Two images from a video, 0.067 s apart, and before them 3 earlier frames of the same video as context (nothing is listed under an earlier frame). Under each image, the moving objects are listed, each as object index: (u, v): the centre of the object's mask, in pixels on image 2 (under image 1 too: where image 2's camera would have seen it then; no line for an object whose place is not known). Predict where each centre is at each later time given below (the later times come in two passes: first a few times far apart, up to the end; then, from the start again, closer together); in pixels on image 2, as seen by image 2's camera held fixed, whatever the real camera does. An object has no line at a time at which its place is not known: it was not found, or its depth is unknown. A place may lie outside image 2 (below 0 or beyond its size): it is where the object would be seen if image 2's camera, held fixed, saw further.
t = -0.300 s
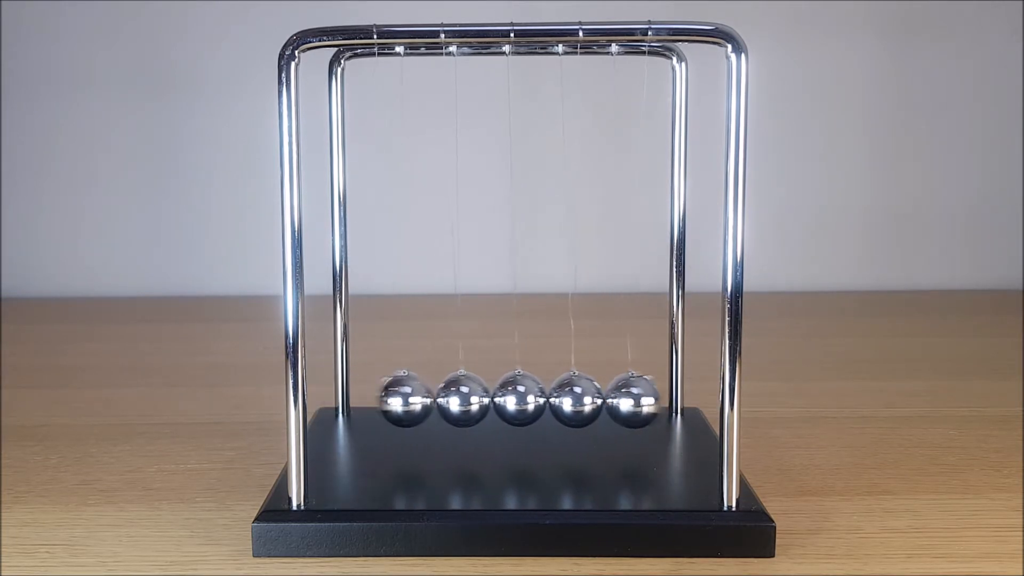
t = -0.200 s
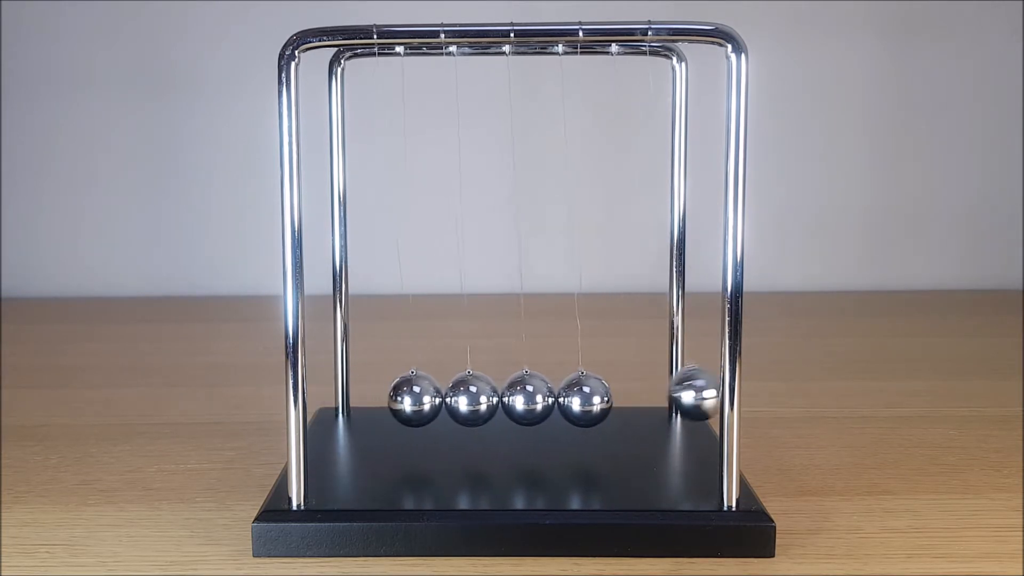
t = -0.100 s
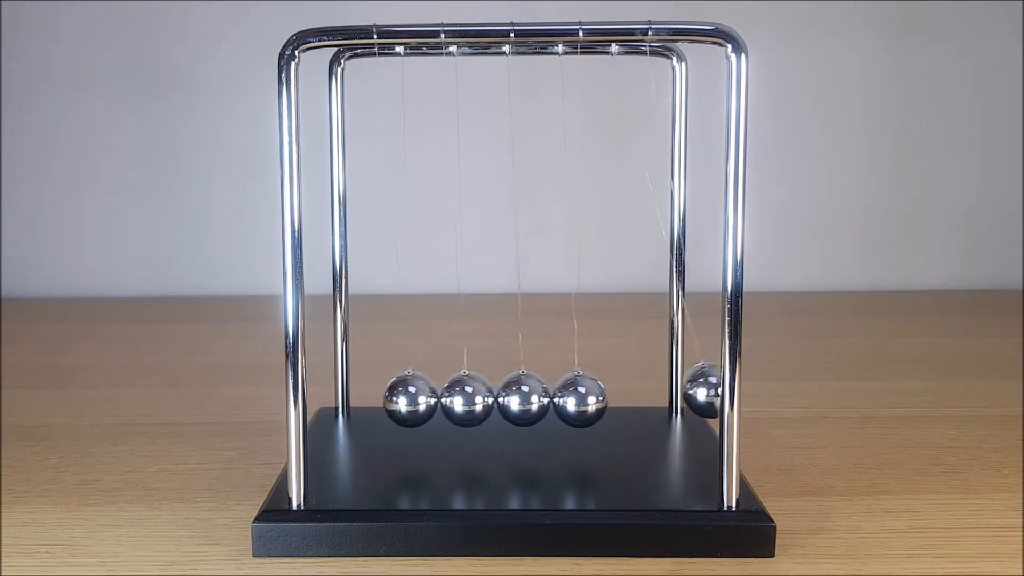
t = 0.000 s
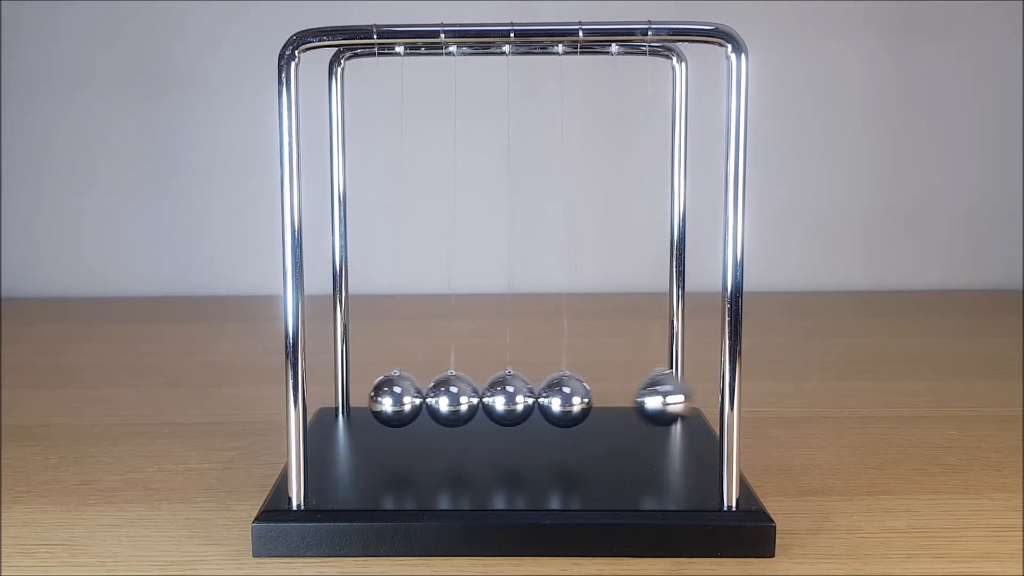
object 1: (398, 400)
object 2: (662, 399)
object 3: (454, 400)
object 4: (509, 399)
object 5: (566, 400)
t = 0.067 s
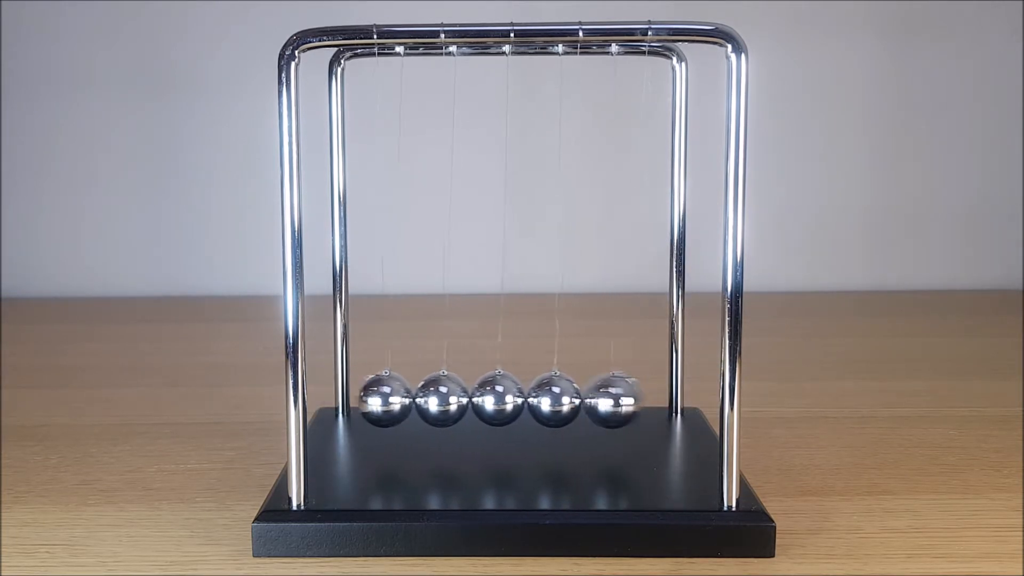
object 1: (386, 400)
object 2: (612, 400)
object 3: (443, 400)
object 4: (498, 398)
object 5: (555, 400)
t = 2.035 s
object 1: (415, 399)
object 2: (697, 392)
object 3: (473, 400)
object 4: (528, 398)
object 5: (586, 399)
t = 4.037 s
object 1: (354, 396)
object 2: (617, 401)
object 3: (448, 400)
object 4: (504, 399)
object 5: (561, 400)
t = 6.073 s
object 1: (332, 394)
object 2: (605, 400)
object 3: (435, 399)
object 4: (491, 398)
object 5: (548, 400)
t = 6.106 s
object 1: (328, 393)
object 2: (604, 400)
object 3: (434, 399)
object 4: (490, 398)
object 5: (548, 400)
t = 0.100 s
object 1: (365, 398)
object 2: (607, 401)
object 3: (437, 400)
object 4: (494, 398)
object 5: (551, 400)
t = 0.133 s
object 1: (341, 396)
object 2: (605, 401)
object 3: (433, 400)
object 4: (491, 398)
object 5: (548, 400)
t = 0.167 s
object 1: (327, 392)
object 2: (603, 400)
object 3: (430, 399)
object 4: (490, 398)
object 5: (546, 400)
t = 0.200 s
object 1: (321, 389)
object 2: (604, 400)
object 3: (429, 399)
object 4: (490, 398)
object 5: (546, 400)
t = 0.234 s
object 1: (319, 388)
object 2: (605, 401)
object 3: (431, 399)
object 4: (491, 398)
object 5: (547, 400)
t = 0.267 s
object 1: (320, 389)
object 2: (608, 401)
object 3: (434, 399)
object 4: (494, 398)
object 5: (551, 400)
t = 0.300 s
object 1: (324, 391)
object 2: (612, 401)
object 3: (438, 400)
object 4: (498, 398)
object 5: (556, 400)
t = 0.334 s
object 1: (334, 395)
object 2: (617, 401)
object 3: (444, 400)
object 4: (503, 399)
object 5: (560, 400)
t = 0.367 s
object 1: (356, 397)
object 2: (622, 401)
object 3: (451, 400)
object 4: (508, 399)
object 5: (566, 400)
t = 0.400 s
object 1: (379, 399)
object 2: (627, 401)
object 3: (457, 400)
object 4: (514, 399)
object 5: (571, 400)
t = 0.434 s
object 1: (404, 399)
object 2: (632, 401)
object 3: (462, 400)
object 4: (518, 398)
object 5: (576, 400)
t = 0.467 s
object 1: (410, 399)
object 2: (652, 400)
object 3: (468, 400)
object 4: (523, 398)
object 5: (582, 400)
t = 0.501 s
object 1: (414, 399)
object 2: (676, 397)
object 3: (470, 400)
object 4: (525, 398)
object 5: (587, 400)
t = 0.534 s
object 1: (415, 399)
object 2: (692, 394)
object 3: (473, 400)
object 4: (527, 398)
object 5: (589, 399)
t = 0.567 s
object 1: (415, 399)
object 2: (700, 391)
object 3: (472, 400)
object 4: (527, 398)
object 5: (590, 399)
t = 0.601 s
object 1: (415, 399)
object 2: (703, 390)
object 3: (471, 400)
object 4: (526, 398)
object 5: (588, 400)
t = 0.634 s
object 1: (412, 399)
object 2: (702, 391)
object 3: (468, 400)
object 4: (523, 399)
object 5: (584, 400)
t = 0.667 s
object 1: (409, 399)
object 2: (696, 392)
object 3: (464, 400)
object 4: (519, 399)
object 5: (579, 400)
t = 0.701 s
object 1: (404, 400)
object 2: (683, 396)
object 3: (460, 400)
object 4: (515, 399)
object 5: (573, 400)
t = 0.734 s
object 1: (399, 400)
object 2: (663, 399)
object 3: (454, 400)
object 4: (510, 399)
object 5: (567, 400)
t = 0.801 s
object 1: (387, 399)
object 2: (614, 400)
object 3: (444, 400)
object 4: (500, 398)
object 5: (557, 400)
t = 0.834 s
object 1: (367, 399)
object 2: (608, 400)
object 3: (437, 400)
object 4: (495, 398)
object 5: (552, 400)
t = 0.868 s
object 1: (344, 397)
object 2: (605, 400)
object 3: (433, 400)
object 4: (492, 398)
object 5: (549, 400)
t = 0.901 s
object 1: (329, 393)
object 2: (603, 400)
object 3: (431, 399)
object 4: (490, 398)
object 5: (547, 400)
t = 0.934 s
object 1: (322, 390)
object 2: (602, 400)
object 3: (431, 399)
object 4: (490, 398)
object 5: (546, 399)
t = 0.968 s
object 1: (320, 389)
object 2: (604, 400)
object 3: (432, 399)
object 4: (491, 398)
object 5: (547, 400)
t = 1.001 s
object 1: (321, 389)
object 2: (606, 400)
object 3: (436, 400)
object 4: (493, 398)
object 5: (550, 400)
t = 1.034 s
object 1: (324, 391)
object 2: (610, 400)
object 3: (440, 400)
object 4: (497, 398)
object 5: (554, 400)
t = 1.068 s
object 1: (334, 395)
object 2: (615, 401)
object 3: (445, 400)
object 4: (502, 399)
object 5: (558, 400)
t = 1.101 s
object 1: (356, 397)
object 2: (621, 400)
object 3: (451, 400)
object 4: (507, 399)
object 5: (564, 400)
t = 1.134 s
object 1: (378, 399)
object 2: (627, 401)
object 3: (456, 400)
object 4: (512, 399)
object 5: (569, 400)
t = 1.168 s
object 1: (403, 400)
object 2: (633, 400)
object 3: (461, 400)
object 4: (517, 398)
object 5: (574, 400)
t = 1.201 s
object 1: (409, 399)
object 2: (650, 400)
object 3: (466, 400)
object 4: (522, 398)
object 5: (582, 400)
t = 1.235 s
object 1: (413, 399)
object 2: (673, 398)
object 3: (471, 400)
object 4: (525, 398)
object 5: (586, 399)
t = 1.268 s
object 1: (415, 399)
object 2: (690, 395)
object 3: (473, 400)
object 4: (527, 398)
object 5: (588, 399)
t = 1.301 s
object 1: (416, 399)
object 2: (698, 392)
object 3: (473, 400)
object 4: (527, 398)
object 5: (588, 399)
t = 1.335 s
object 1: (416, 399)
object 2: (701, 391)
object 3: (473, 400)
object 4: (526, 398)
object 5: (585, 399)
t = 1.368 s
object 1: (413, 399)
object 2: (700, 391)
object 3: (469, 400)
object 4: (524, 398)
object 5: (582, 399)
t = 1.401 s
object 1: (410, 400)
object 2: (696, 393)
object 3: (466, 400)
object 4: (521, 398)
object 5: (578, 400)
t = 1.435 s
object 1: (404, 400)
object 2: (683, 396)
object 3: (461, 400)
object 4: (516, 399)
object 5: (573, 400)
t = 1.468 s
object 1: (399, 400)
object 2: (663, 399)
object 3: (456, 400)
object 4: (511, 398)
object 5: (568, 400)
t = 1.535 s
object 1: (387, 400)
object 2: (616, 400)
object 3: (445, 400)
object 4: (500, 398)
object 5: (557, 400)
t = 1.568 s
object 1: (369, 398)
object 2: (608, 401)
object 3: (438, 400)
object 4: (496, 398)
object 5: (553, 400)
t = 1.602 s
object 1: (347, 397)
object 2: (605, 400)
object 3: (435, 400)
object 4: (492, 398)
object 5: (549, 400)
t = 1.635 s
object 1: (331, 394)
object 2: (603, 400)
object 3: (433, 400)
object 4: (490, 398)
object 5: (547, 400)
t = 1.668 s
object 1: (323, 391)
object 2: (602, 400)
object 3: (433, 400)
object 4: (489, 398)
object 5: (546, 399)
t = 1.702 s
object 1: (321, 389)
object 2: (603, 401)
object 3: (434, 400)
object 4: (490, 398)
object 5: (547, 400)
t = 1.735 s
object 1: (322, 390)
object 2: (606, 400)
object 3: (437, 400)
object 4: (493, 398)
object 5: (549, 400)
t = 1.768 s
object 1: (326, 392)
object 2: (610, 401)
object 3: (440, 400)
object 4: (496, 398)
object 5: (553, 400)
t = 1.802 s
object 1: (335, 395)
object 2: (615, 401)
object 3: (444, 400)
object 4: (501, 399)
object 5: (557, 400)
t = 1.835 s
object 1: (355, 397)
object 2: (620, 401)
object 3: (450, 400)
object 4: (506, 398)
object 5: (563, 400)
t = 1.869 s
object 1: (377, 399)
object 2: (626, 401)
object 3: (456, 400)
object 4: (511, 399)
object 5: (568, 400)
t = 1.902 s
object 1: (401, 399)
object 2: (631, 401)
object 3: (461, 400)
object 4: (517, 399)
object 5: (573, 400)
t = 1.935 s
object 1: (409, 399)
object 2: (648, 399)
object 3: (467, 400)
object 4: (522, 398)
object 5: (581, 400)
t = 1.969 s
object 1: (413, 399)
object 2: (671, 398)
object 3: (470, 400)
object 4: (525, 398)
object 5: (583, 400)
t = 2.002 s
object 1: (415, 399)
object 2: (688, 395)
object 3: (473, 400)
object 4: (527, 398)
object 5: (585, 400)
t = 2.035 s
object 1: (415, 399)
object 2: (697, 392)
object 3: (473, 400)
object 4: (528, 398)
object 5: (586, 399)
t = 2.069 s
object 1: (415, 399)
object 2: (700, 391)
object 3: (473, 400)
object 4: (527, 398)
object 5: (586, 399)
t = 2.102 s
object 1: (413, 399)
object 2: (699, 391)
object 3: (470, 400)
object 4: (525, 398)
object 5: (583, 400)
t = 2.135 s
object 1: (409, 399)
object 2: (695, 393)
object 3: (466, 400)
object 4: (521, 398)
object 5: (579, 400)
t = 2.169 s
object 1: (405, 400)
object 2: (682, 396)
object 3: (462, 400)
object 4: (517, 399)
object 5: (574, 400)
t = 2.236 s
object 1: (395, 400)
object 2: (642, 400)
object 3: (451, 400)
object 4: (506, 399)
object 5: (563, 400)
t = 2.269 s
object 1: (390, 400)
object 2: (618, 401)
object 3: (445, 400)
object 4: (501, 398)
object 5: (557, 400)
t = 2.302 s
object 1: (371, 399)
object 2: (609, 400)
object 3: (440, 400)
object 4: (496, 398)
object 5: (553, 400)
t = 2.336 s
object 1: (350, 397)
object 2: (606, 400)
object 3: (436, 400)
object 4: (492, 398)
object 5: (549, 399)
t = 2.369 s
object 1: (333, 394)
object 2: (604, 400)
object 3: (434, 400)
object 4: (490, 398)
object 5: (547, 400)
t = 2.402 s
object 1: (325, 391)
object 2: (604, 400)
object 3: (433, 399)
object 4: (489, 398)
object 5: (545, 399)
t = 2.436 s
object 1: (323, 390)
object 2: (604, 400)
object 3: (434, 399)
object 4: (490, 398)
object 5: (546, 399)
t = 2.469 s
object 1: (323, 390)
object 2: (607, 400)
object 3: (436, 400)
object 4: (492, 398)
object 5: (548, 399)
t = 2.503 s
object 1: (326, 392)
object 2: (610, 400)
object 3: (440, 400)
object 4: (496, 398)
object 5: (552, 400)
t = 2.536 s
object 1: (336, 395)
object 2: (614, 401)
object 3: (444, 400)
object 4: (500, 399)
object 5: (557, 400)
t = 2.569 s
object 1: (354, 397)
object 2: (619, 401)
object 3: (450, 400)
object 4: (505, 399)
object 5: (562, 400)
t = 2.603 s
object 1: (377, 398)
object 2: (624, 401)
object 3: (455, 400)
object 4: (511, 399)
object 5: (568, 400)
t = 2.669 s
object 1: (408, 399)
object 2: (646, 400)
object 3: (467, 400)
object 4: (521, 398)
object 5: (578, 400)
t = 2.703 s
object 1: (412, 399)
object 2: (668, 398)
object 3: (471, 400)
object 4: (525, 398)
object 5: (582, 400)
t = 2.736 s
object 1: (415, 399)
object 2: (685, 396)
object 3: (473, 400)
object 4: (527, 398)
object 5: (585, 400)
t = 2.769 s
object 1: (415, 399)
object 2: (695, 393)
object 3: (474, 400)
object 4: (528, 398)
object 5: (586, 400)
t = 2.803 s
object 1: (415, 399)
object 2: (698, 392)
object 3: (473, 400)
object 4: (527, 398)
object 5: (584, 400)
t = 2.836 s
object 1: (414, 399)
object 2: (698, 392)
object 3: (470, 400)
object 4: (525, 398)
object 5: (582, 400)
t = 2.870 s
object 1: (411, 399)
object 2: (694, 394)
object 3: (467, 400)
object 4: (521, 398)
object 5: (579, 400)
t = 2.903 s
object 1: (406, 400)
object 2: (682, 396)
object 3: (462, 400)
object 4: (517, 399)
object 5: (575, 400)
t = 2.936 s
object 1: (400, 400)
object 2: (663, 399)
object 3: (457, 400)
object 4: (512, 399)
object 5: (570, 400)
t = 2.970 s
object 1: (396, 400)
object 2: (642, 400)
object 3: (451, 400)
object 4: (506, 399)
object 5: (564, 400)
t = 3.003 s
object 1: (390, 400)
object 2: (619, 401)
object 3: (446, 400)
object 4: (501, 399)
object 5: (559, 400)
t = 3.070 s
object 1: (352, 397)
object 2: (607, 400)
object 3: (437, 400)
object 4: (493, 398)
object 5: (550, 400)
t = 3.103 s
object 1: (335, 395)
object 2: (604, 400)
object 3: (434, 400)
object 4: (490, 398)
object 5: (548, 400)
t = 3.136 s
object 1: (327, 392)
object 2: (603, 400)
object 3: (433, 399)
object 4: (489, 398)
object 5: (547, 400)
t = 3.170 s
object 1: (324, 391)
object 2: (604, 400)
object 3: (434, 399)
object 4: (490, 398)
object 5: (547, 400)
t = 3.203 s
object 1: (324, 391)
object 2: (606, 400)
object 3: (436, 400)
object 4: (492, 398)
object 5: (549, 400)
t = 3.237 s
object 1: (327, 392)
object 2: (609, 400)
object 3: (439, 400)
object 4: (495, 398)
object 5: (552, 400)
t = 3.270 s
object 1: (336, 395)
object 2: (613, 401)
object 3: (443, 400)
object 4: (500, 399)
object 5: (558, 400)
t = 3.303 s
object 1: (354, 397)
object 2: (618, 401)
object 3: (448, 400)
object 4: (505, 399)
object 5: (562, 400)
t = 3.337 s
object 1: (376, 398)
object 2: (623, 401)
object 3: (454, 400)
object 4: (511, 399)
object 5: (567, 400)
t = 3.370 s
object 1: (398, 399)
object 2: (628, 401)
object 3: (459, 400)
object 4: (515, 399)
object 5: (572, 400)
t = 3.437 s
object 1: (413, 399)
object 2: (665, 398)
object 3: (470, 400)
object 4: (524, 399)
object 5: (581, 400)
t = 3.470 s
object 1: (415, 399)
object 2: (683, 396)
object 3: (472, 400)
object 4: (526, 398)
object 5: (585, 400)
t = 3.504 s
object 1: (415, 399)
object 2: (694, 394)
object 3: (473, 400)
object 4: (527, 399)
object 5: (586, 400)
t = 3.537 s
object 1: (416, 399)
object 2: (697, 392)
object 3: (472, 400)
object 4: (527, 398)
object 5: (585, 400)
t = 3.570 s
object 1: (414, 399)
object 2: (697, 392)
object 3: (470, 400)
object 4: (525, 399)
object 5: (583, 400)
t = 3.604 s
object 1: (411, 399)
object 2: (693, 394)
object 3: (467, 400)
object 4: (522, 398)
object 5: (580, 400)
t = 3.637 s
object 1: (406, 400)
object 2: (682, 396)
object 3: (463, 400)
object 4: (518, 399)
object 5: (575, 400)
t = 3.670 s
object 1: (402, 400)
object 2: (664, 399)
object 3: (458, 400)
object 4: (513, 399)
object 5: (570, 400)
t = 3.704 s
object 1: (397, 400)
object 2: (643, 400)
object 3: (452, 400)
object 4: (508, 399)
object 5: (565, 400)
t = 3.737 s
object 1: (392, 400)
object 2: (620, 401)
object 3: (447, 400)
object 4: (502, 399)
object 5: (559, 400)
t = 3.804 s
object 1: (354, 397)
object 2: (607, 400)
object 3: (438, 400)
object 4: (494, 398)
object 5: (550, 400)
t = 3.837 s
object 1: (337, 395)
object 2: (604, 400)
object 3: (435, 400)
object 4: (491, 398)
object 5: (548, 400)
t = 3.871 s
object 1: (328, 393)
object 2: (603, 400)
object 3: (434, 400)
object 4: (490, 398)
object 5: (546, 399)
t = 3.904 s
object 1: (325, 391)
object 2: (603, 400)
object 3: (434, 400)
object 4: (490, 398)
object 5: (547, 399)
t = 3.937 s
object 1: (325, 391)
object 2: (605, 400)
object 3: (436, 400)
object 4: (492, 398)
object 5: (549, 400)
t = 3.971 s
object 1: (328, 393)
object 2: (608, 400)
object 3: (439, 400)
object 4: (495, 398)
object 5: (552, 400)
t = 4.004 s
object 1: (337, 395)
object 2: (612, 400)
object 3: (443, 400)
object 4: (499, 398)
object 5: (556, 400)
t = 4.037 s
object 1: (354, 396)
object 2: (617, 401)
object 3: (448, 400)
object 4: (504, 399)
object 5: (561, 400)
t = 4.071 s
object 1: (375, 398)
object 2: (622, 401)
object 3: (454, 400)
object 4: (509, 399)
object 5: (567, 400)
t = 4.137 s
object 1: (406, 399)
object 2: (643, 400)
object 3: (465, 400)
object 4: (520, 398)
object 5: (577, 400)
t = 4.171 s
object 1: (411, 399)
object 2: (664, 398)
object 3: (468, 400)
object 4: (523, 398)
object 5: (583, 400)
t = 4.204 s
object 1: (412, 399)
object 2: (680, 396)
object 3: (471, 400)
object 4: (526, 398)
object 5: (586, 399)
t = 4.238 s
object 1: (413, 399)
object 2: (692, 393)
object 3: (472, 400)
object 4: (528, 398)
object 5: (588, 399)
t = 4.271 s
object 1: (412, 399)
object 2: (695, 393)
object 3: (472, 400)
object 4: (528, 398)
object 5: (587, 399)
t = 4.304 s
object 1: (411, 399)
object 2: (696, 393)
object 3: (470, 400)
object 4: (526, 398)
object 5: (587, 399)
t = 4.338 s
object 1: (408, 400)
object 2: (692, 394)
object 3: (467, 400)
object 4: (523, 398)
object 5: (583, 399)
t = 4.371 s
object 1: (405, 400)
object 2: (681, 397)
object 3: (463, 400)
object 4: (519, 399)
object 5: (578, 400)
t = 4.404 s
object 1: (401, 400)
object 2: (664, 398)
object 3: (458, 400)
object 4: (514, 399)
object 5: (572, 400)
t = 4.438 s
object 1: (397, 400)
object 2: (643, 400)
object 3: (453, 400)
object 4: (508, 399)
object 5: (565, 400)
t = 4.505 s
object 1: (376, 399)
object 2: (612, 401)
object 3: (442, 400)
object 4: (498, 398)
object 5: (555, 400)
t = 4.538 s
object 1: (356, 397)
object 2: (609, 401)
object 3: (437, 400)
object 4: (494, 399)
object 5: (551, 400)
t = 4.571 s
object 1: (339, 396)
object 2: (607, 401)
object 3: (434, 400)
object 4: (491, 398)
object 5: (548, 400)
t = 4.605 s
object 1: (329, 393)
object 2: (606, 400)
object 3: (432, 399)
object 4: (490, 398)
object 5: (547, 400)
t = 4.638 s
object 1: (326, 392)
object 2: (607, 400)
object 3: (432, 399)
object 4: (490, 398)
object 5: (547, 399)
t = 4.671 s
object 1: (326, 392)
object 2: (608, 400)
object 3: (434, 400)
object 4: (491, 398)
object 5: (548, 400)
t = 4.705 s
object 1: (329, 393)
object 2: (610, 400)
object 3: (437, 400)
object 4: (494, 398)
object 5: (553, 400)
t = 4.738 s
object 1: (338, 395)
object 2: (613, 400)
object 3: (442, 400)
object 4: (498, 399)
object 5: (556, 400)
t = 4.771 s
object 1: (355, 397)
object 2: (617, 401)
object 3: (447, 400)
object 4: (503, 398)
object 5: (560, 400)
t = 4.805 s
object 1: (375, 398)
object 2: (622, 401)
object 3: (453, 400)
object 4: (509, 399)
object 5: (567, 400)
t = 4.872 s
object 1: (404, 400)
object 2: (642, 400)
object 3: (463, 400)
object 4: (519, 398)
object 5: (578, 400)
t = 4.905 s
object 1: (408, 400)
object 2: (662, 399)
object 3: (468, 400)
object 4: (523, 399)
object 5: (582, 400)
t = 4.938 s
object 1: (410, 399)
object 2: (678, 397)
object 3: (470, 400)
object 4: (526, 398)
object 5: (585, 400)
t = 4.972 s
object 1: (413, 399)
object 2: (690, 394)
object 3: (472, 400)
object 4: (528, 398)
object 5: (587, 399)
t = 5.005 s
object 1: (413, 399)
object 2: (694, 393)
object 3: (472, 400)
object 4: (528, 398)
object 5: (586, 400)
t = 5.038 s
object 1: (412, 399)
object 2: (695, 393)
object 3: (471, 400)
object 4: (526, 398)
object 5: (584, 400)
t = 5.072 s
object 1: (410, 399)
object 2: (691, 394)
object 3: (468, 400)
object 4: (523, 398)
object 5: (581, 400)
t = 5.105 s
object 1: (408, 400)
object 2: (679, 397)
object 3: (464, 400)
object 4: (519, 399)
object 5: (577, 400)
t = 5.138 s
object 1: (402, 400)
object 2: (664, 399)
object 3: (459, 400)
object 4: (514, 399)
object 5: (572, 400)
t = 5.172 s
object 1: (397, 400)
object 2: (644, 400)
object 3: (454, 400)
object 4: (509, 399)
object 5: (567, 400)
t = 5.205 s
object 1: (392, 400)
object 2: (622, 400)
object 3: (448, 400)
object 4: (504, 399)
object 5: (562, 400)
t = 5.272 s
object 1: (359, 397)
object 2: (610, 401)
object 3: (438, 400)
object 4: (494, 398)
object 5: (551, 400)
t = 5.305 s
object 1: (341, 396)
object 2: (608, 400)
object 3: (435, 400)
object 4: (491, 398)
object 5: (549, 400)
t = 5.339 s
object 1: (331, 394)
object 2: (606, 401)
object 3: (434, 400)
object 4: (490, 398)
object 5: (548, 400)
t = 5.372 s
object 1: (327, 392)
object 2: (606, 400)
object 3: (434, 400)
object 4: (490, 398)
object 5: (547, 400)
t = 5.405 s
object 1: (327, 392)
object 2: (606, 400)
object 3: (435, 400)
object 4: (491, 398)
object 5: (550, 400)
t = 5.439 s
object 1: (330, 394)
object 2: (608, 400)
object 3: (438, 400)
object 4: (494, 398)
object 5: (553, 400)
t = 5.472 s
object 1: (340, 396)
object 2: (612, 401)
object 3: (441, 400)
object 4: (498, 399)
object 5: (555, 400)
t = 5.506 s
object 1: (355, 397)
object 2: (616, 401)
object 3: (446, 400)
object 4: (502, 398)
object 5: (560, 400)
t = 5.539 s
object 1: (375, 399)
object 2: (621, 401)
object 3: (451, 400)
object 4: (508, 399)
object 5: (566, 400)
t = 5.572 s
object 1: (395, 400)
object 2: (627, 401)
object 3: (455, 400)
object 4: (513, 399)
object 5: (570, 400)
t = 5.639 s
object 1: (407, 400)
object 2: (660, 399)
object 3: (469, 400)
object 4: (523, 399)
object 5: (580, 400)
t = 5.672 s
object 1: (411, 400)
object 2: (676, 397)
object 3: (471, 400)
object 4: (526, 398)
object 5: (583, 400)
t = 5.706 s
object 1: (413, 399)
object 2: (688, 395)
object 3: (472, 400)
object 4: (527, 398)
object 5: (586, 400)
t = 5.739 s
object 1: (414, 399)
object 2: (693, 394)
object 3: (472, 400)
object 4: (527, 398)
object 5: (586, 399)
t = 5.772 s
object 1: (414, 399)
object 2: (693, 394)
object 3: (471, 400)
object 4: (525, 398)
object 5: (585, 400)
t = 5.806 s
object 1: (412, 399)
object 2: (689, 395)
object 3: (468, 400)
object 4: (523, 398)
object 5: (581, 400)
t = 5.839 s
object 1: (408, 400)
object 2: (678, 397)
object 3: (464, 400)
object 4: (520, 399)
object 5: (578, 400)
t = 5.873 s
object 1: (404, 400)
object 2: (662, 398)
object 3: (459, 400)
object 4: (515, 399)
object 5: (573, 400)
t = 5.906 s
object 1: (399, 400)
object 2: (644, 400)
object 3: (454, 400)
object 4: (509, 399)
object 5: (569, 400)
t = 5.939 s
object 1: (393, 400)
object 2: (623, 401)
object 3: (449, 400)
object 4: (504, 399)
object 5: (563, 400)
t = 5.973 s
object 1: (378, 399)
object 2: (615, 401)
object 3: (443, 400)
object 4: (499, 398)
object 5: (556, 400)
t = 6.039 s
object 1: (343, 396)
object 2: (607, 400)
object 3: (436, 400)
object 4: (492, 398)
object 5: (549, 400)
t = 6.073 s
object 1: (332, 394)
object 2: (605, 400)
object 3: (435, 399)
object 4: (491, 398)
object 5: (548, 400)
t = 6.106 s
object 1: (328, 393)
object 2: (604, 400)
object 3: (434, 399)
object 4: (490, 398)
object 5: (548, 400)
